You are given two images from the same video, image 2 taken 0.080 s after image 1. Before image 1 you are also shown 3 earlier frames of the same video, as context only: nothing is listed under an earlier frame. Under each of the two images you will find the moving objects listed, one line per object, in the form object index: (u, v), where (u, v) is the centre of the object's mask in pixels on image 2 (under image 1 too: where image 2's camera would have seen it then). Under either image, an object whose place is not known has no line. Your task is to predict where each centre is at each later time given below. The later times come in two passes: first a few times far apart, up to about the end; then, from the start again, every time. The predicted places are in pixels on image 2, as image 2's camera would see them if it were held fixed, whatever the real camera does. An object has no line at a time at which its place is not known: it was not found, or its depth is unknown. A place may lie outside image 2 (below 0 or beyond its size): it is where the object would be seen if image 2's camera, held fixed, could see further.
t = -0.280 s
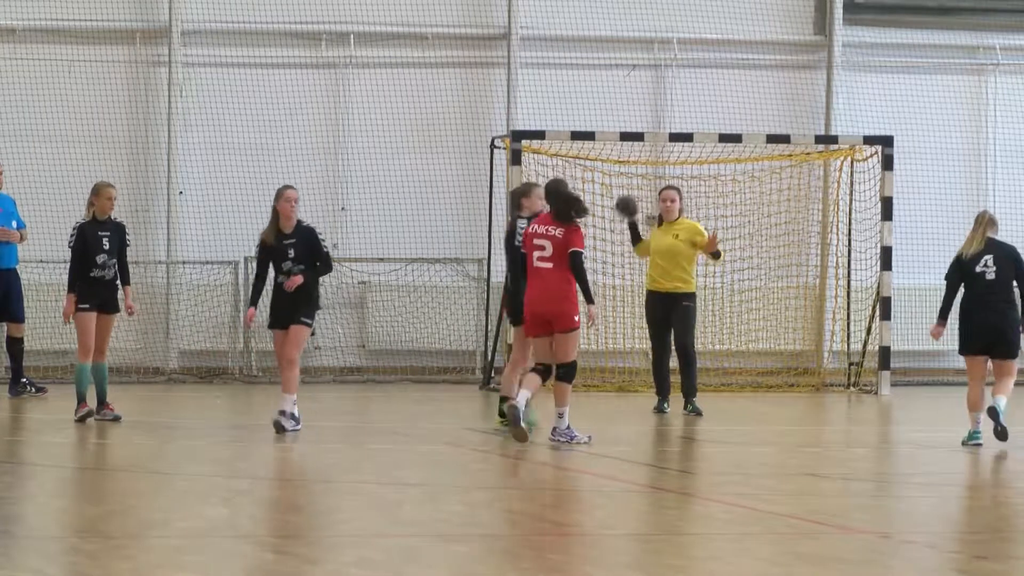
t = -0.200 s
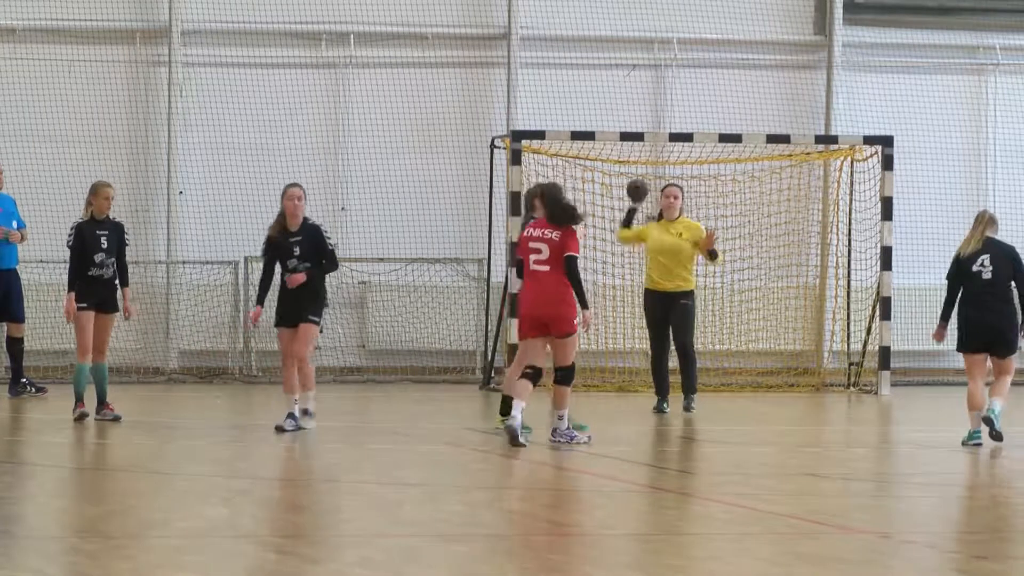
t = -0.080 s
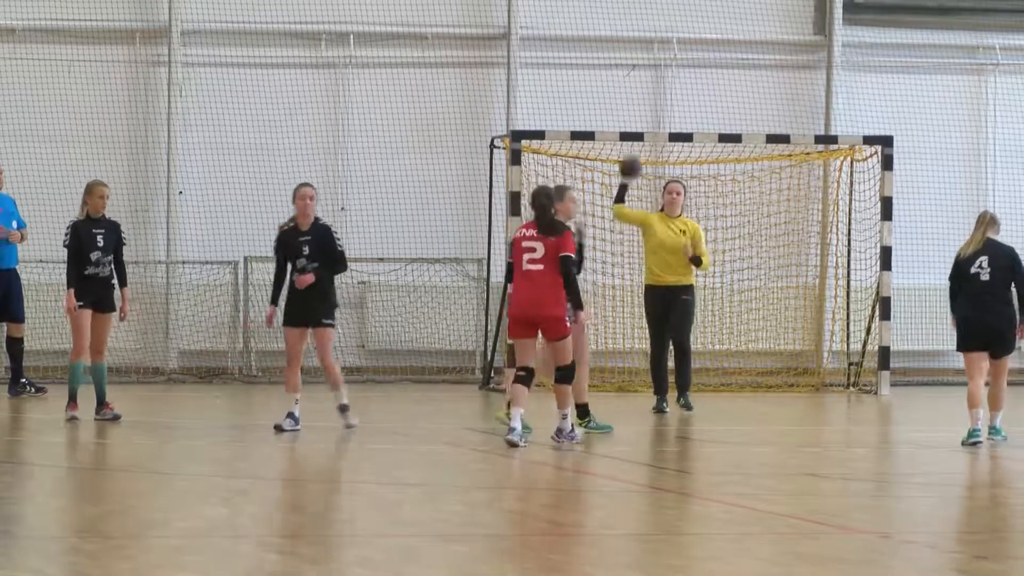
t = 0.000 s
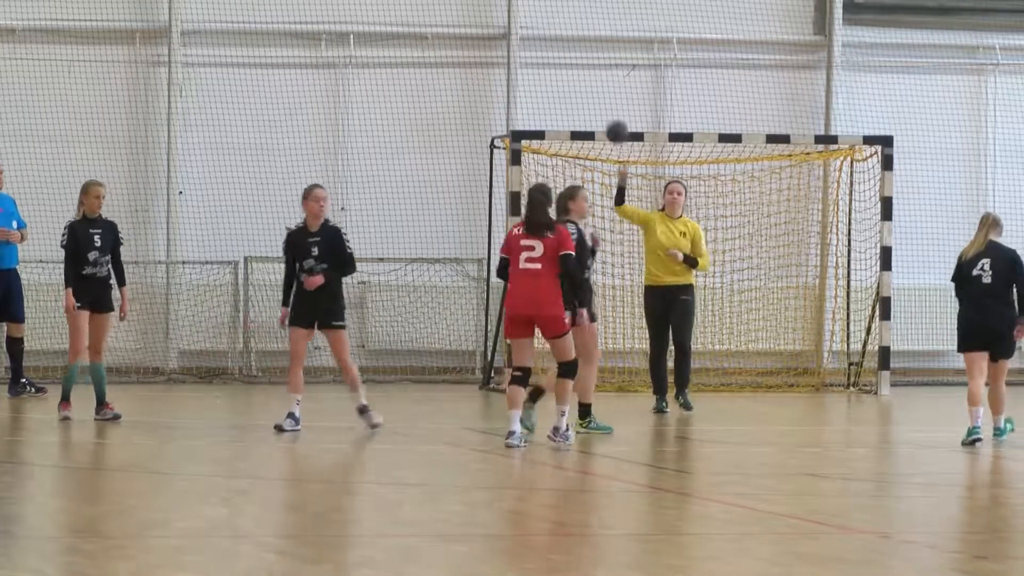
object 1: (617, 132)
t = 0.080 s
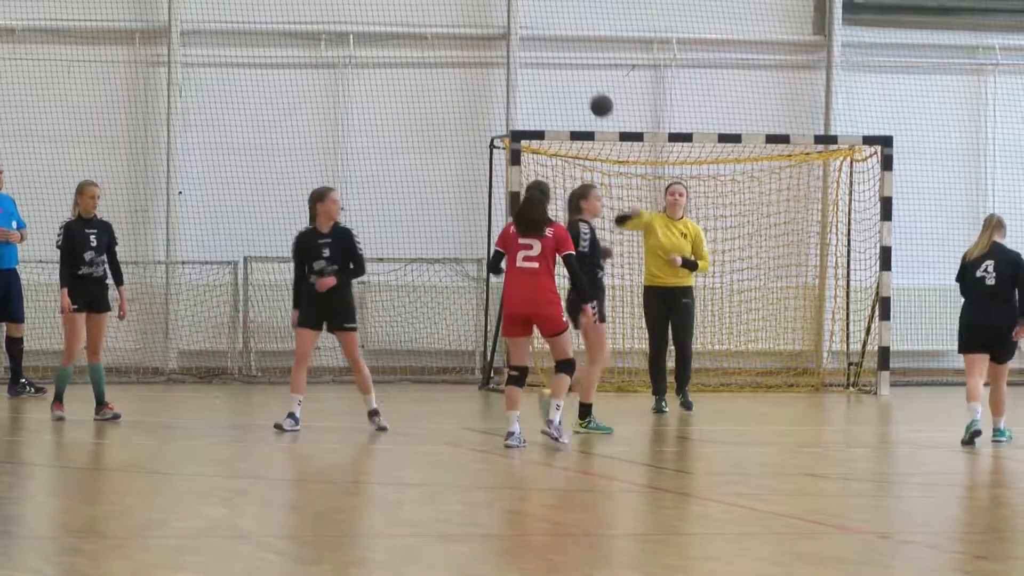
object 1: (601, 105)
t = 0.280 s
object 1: (561, 74)
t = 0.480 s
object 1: (518, 97)
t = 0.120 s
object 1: (594, 95)
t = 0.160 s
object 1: (586, 87)
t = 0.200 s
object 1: (578, 80)
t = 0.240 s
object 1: (569, 76)
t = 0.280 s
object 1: (561, 74)
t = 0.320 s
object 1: (553, 74)
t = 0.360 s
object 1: (545, 76)
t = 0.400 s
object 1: (536, 81)
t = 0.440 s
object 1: (527, 87)
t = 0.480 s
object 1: (518, 97)
